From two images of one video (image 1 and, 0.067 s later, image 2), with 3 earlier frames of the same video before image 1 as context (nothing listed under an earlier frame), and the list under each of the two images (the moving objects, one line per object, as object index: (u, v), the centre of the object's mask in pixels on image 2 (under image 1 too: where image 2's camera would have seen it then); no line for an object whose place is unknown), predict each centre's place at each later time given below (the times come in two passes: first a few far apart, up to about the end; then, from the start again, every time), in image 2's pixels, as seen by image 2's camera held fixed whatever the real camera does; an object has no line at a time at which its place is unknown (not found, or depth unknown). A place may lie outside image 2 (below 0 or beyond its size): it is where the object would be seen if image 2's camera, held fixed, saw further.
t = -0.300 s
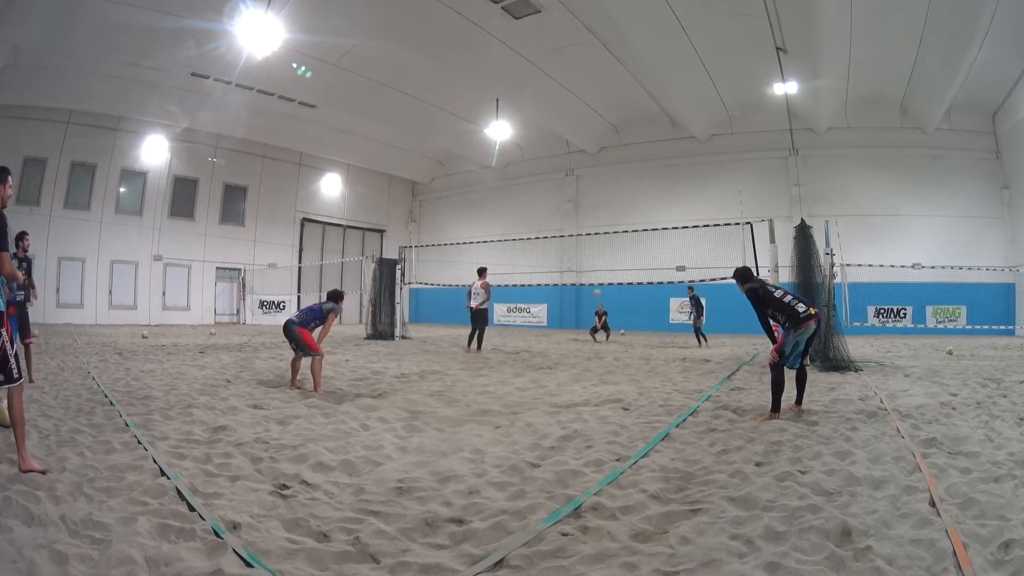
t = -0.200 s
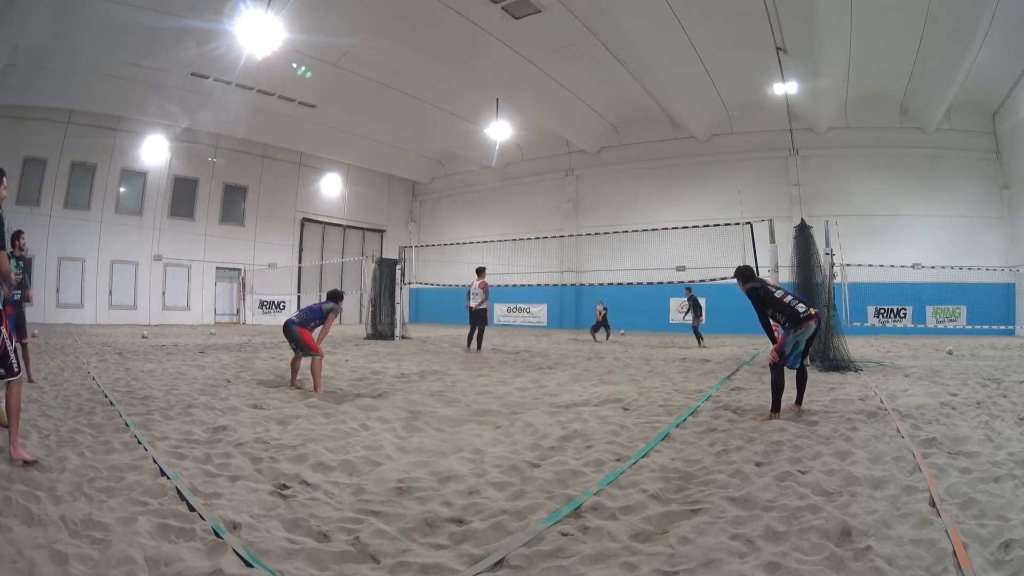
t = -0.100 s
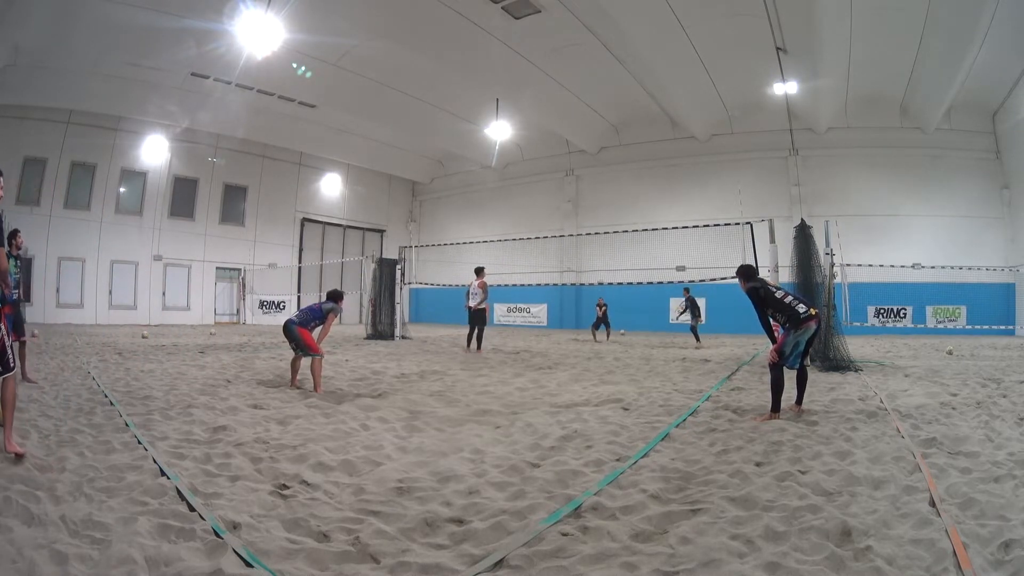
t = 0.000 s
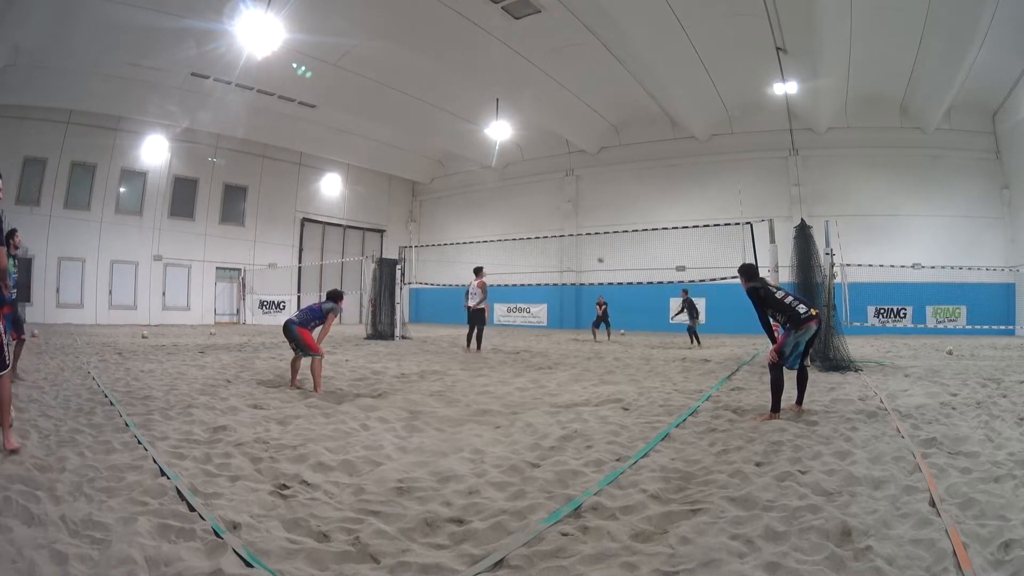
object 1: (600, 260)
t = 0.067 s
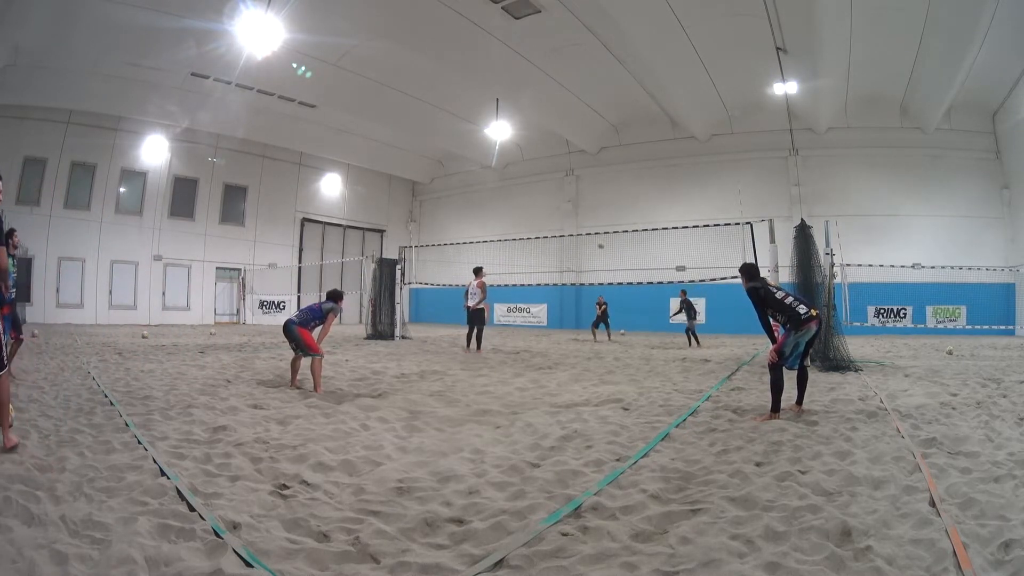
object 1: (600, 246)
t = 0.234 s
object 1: (602, 216)
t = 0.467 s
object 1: (603, 192)
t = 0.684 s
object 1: (604, 185)
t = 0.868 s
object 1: (605, 190)
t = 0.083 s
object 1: (601, 243)
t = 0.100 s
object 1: (601, 240)
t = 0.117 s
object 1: (601, 237)
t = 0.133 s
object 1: (601, 235)
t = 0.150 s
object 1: (601, 229)
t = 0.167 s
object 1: (601, 226)
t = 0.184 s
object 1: (602, 224)
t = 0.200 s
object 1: (602, 221)
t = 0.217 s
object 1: (602, 218)
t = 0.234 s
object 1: (602, 216)
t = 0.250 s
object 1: (602, 213)
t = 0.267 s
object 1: (601, 210)
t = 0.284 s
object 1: (601, 209)
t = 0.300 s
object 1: (602, 207)
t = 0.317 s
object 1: (602, 205)
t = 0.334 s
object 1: (603, 203)
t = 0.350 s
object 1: (602, 202)
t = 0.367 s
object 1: (603, 200)
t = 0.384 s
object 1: (603, 198)
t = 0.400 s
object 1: (603, 197)
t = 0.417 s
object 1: (603, 196)
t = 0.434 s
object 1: (603, 194)
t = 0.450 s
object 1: (603, 193)
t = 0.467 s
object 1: (603, 192)
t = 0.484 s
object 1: (603, 191)
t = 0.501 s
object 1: (603, 190)
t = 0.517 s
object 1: (603, 189)
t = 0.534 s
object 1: (603, 188)
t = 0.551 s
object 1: (603, 187)
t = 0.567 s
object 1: (603, 187)
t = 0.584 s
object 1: (604, 186)
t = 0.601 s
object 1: (603, 186)
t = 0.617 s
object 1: (604, 186)
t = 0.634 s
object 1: (604, 185)
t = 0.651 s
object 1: (604, 185)
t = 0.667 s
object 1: (604, 185)
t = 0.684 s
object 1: (604, 185)
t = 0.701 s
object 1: (604, 185)
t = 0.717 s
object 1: (604, 185)
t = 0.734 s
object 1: (604, 185)
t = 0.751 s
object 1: (604, 185)
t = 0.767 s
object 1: (604, 186)
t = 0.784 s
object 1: (605, 186)
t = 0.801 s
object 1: (605, 187)
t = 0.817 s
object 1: (605, 188)
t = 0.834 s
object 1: (605, 189)
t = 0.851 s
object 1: (605, 189)
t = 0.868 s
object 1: (605, 190)
